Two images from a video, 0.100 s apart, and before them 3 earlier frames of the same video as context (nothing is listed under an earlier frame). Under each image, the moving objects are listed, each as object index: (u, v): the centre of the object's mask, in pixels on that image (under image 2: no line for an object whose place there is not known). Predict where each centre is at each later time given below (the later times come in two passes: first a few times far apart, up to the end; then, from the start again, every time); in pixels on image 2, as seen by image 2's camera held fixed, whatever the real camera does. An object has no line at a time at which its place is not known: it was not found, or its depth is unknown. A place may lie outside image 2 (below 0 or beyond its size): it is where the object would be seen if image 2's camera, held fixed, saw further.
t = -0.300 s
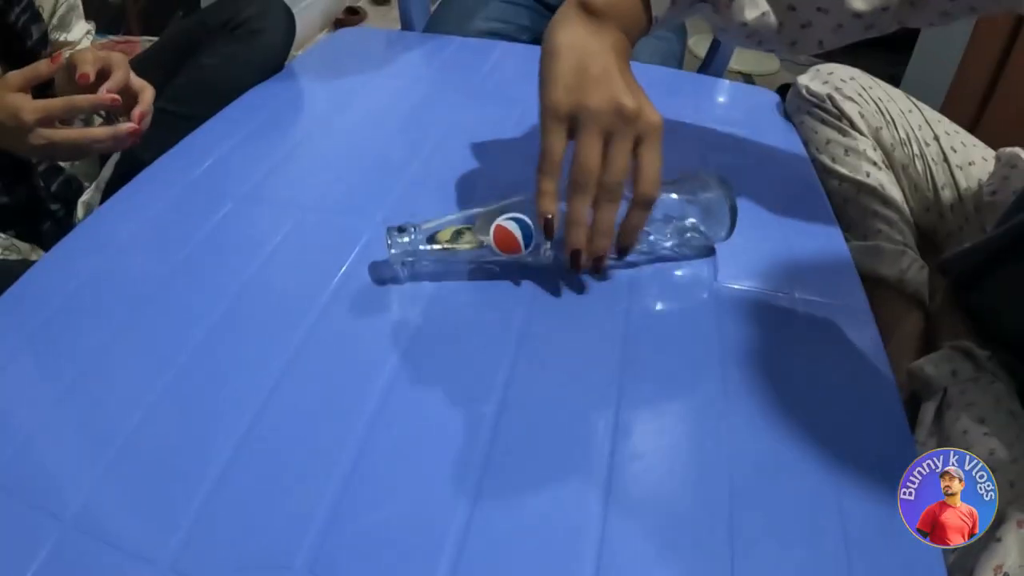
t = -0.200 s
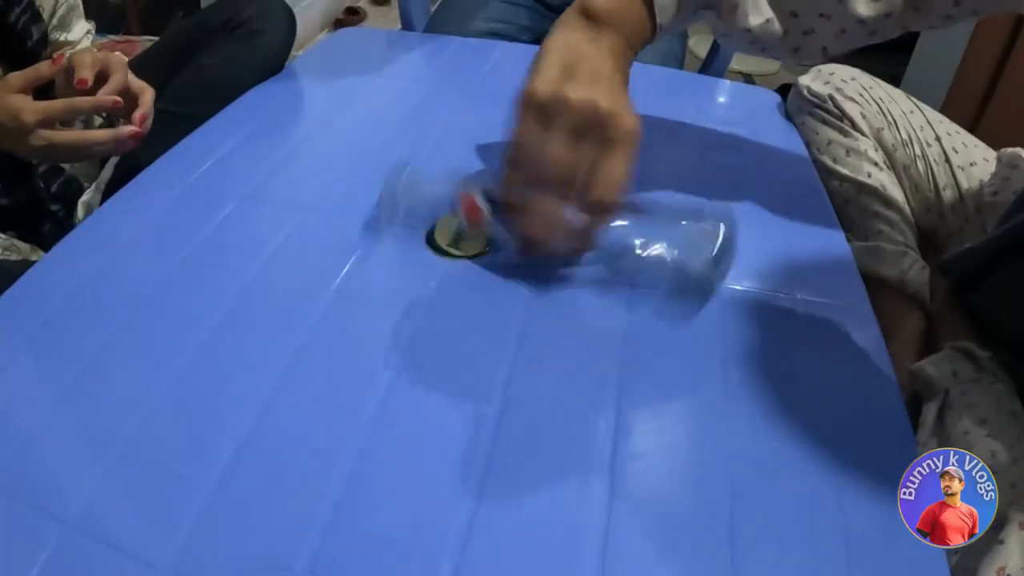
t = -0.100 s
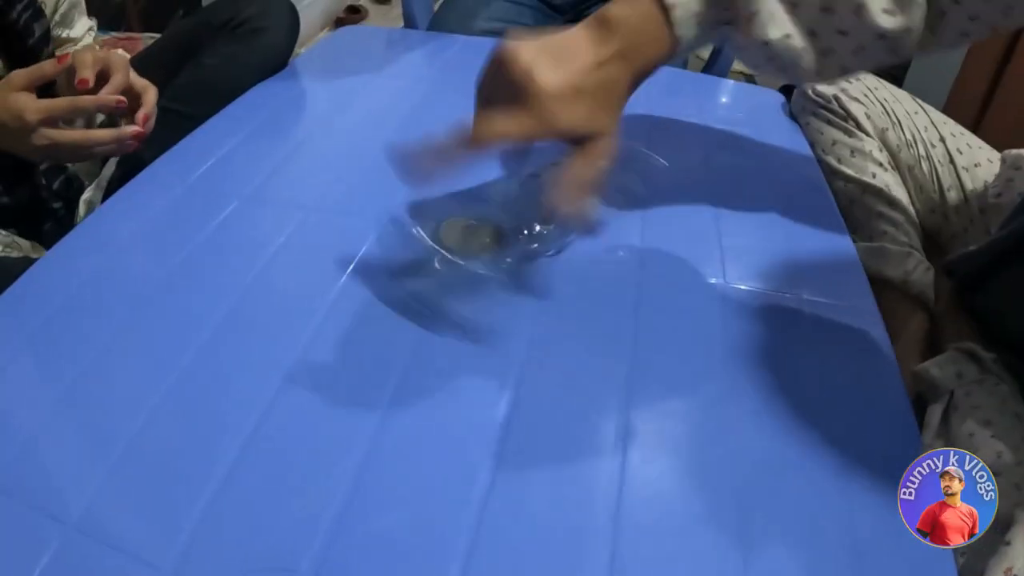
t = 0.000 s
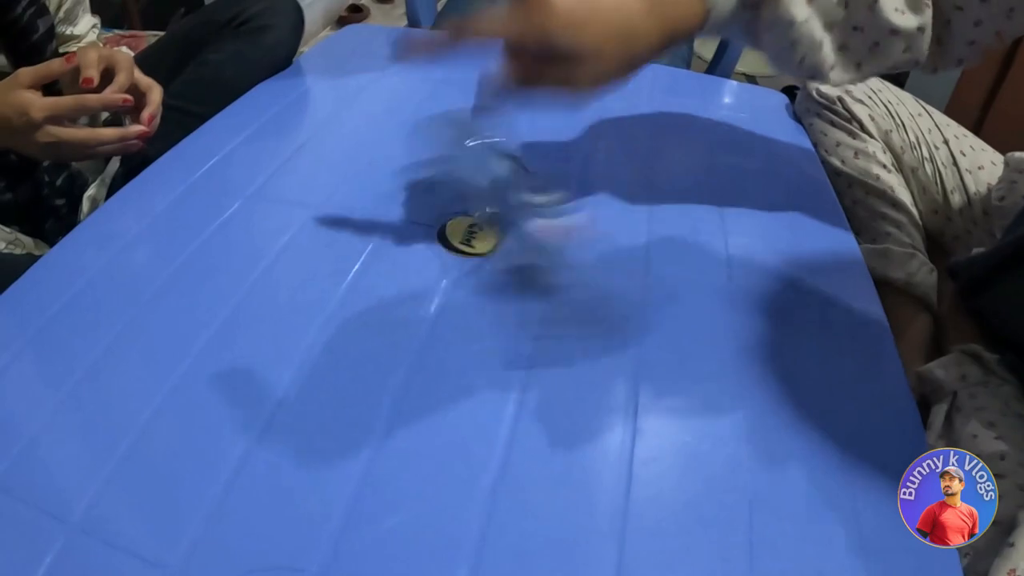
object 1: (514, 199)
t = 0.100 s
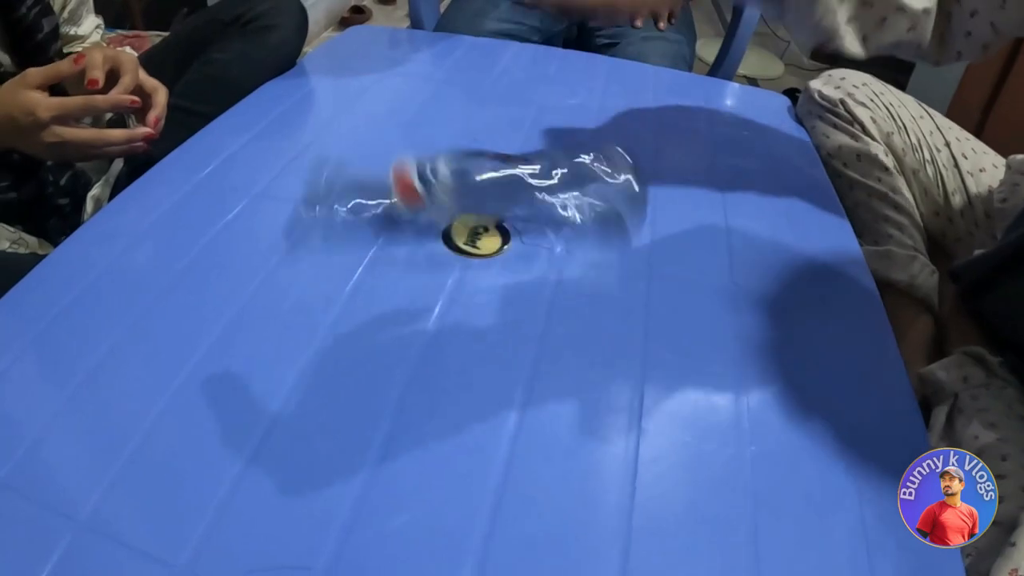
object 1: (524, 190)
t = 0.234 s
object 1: (473, 217)
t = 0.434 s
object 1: (510, 215)
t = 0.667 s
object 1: (524, 194)
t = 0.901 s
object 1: (515, 186)
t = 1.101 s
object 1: (534, 181)
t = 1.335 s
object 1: (536, 163)
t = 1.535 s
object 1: (539, 139)
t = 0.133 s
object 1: (529, 202)
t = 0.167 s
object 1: (526, 220)
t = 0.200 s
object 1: (498, 223)
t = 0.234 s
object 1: (473, 217)
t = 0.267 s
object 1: (485, 196)
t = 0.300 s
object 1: (505, 191)
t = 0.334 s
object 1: (519, 196)
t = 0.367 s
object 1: (526, 205)
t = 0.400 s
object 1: (524, 217)
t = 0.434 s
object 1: (510, 215)
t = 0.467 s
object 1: (488, 220)
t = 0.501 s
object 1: (473, 210)
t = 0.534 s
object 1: (485, 190)
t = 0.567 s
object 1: (490, 187)
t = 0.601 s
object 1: (514, 187)
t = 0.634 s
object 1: (512, 189)
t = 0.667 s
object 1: (524, 194)
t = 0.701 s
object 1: (525, 199)
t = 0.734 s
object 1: (524, 202)
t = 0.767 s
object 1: (517, 204)
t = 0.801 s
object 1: (510, 203)
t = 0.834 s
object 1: (505, 199)
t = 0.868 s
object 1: (510, 190)
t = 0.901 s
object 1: (515, 186)
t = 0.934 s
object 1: (519, 184)
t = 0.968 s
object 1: (524, 184)
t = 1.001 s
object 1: (528, 183)
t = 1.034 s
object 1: (531, 183)
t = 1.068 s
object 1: (533, 182)
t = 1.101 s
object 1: (534, 181)
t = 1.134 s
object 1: (535, 179)
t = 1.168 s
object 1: (535, 177)
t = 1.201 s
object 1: (535, 175)
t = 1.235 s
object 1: (535, 172)
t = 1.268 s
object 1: (535, 170)
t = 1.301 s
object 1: (536, 166)
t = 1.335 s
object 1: (536, 163)
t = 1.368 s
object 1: (537, 160)
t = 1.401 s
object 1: (538, 156)
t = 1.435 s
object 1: (538, 151)
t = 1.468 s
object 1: (539, 147)
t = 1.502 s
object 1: (538, 143)
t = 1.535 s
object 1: (539, 139)
